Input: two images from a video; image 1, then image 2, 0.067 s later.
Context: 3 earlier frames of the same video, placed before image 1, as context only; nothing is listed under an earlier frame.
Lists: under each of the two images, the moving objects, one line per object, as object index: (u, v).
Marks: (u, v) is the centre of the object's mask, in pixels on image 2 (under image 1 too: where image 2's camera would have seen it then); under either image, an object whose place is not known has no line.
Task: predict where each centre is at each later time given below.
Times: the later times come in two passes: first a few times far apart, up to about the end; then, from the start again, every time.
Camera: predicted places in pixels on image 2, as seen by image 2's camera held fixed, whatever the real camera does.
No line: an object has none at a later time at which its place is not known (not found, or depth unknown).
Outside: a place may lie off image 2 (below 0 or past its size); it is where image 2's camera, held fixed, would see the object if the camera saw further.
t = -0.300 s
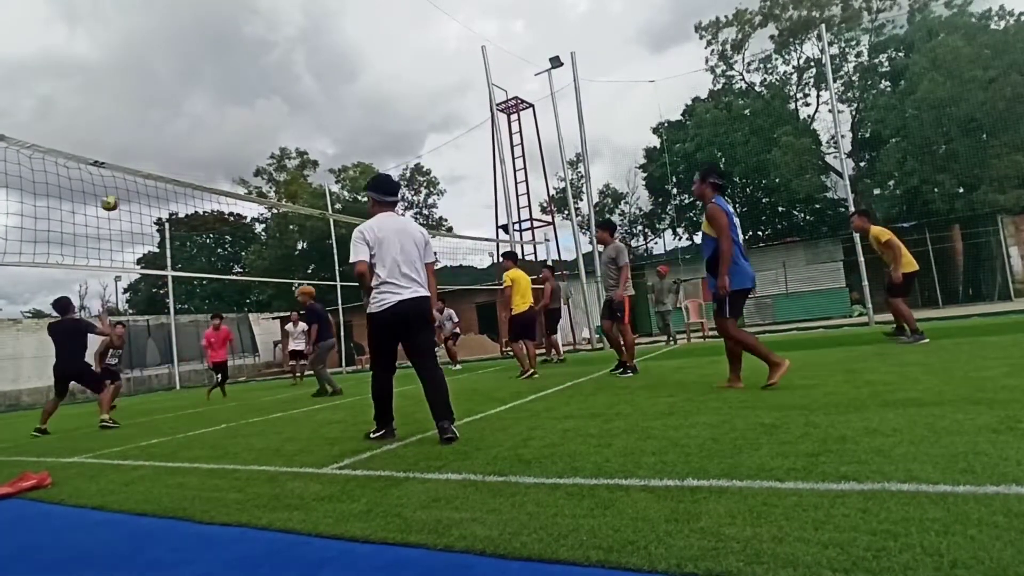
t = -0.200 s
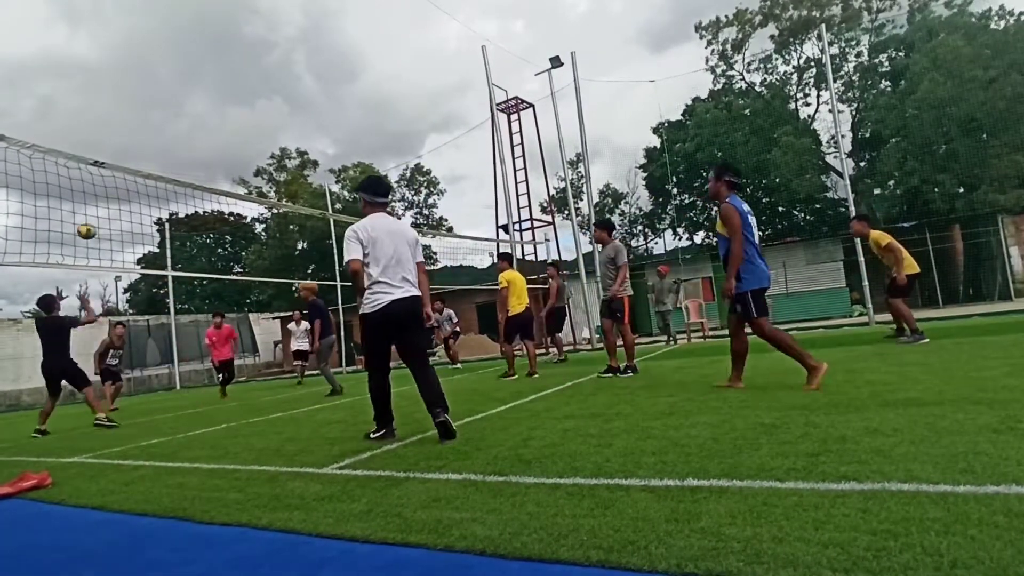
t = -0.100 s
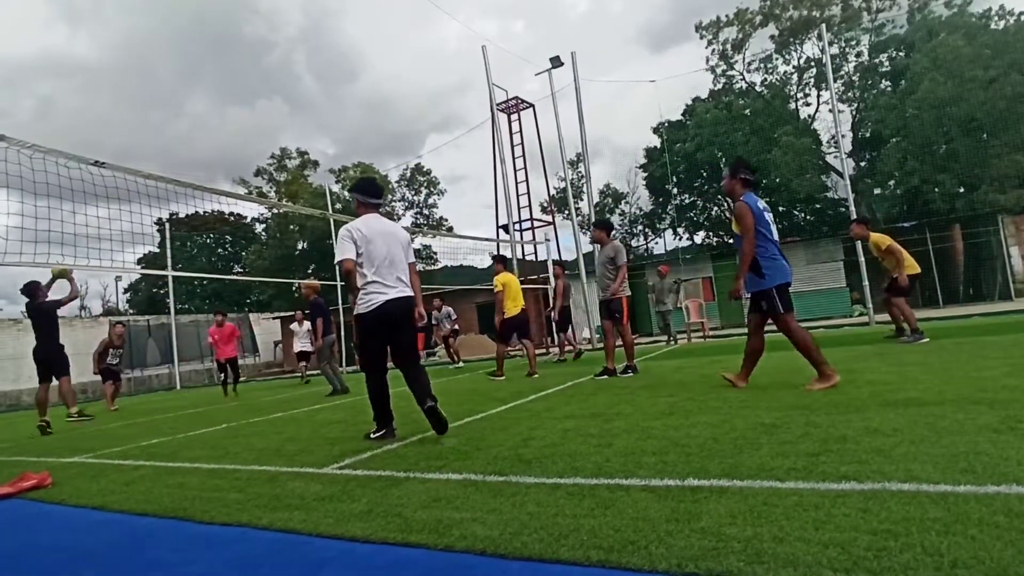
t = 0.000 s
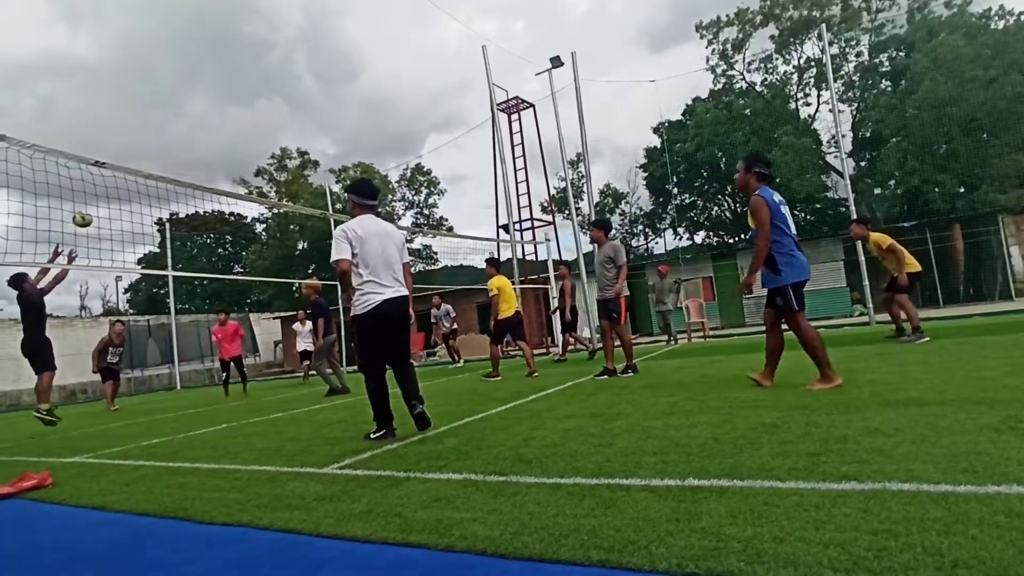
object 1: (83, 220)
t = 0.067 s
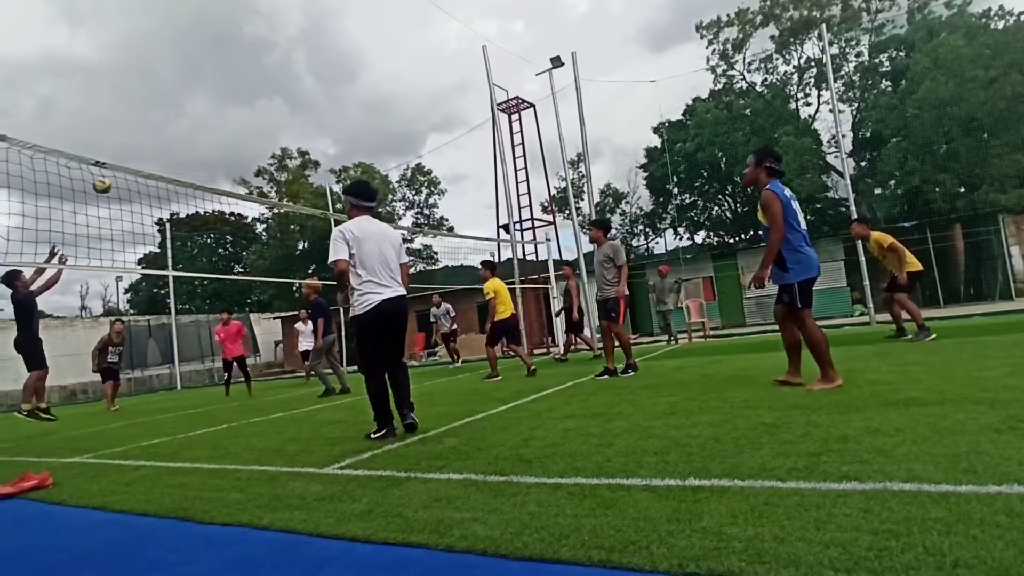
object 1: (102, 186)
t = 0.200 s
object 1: (137, 132)
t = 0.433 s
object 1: (194, 78)
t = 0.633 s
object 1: (236, 66)
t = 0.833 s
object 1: (277, 78)
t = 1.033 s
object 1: (316, 114)
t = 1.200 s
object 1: (347, 160)
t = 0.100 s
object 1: (110, 174)
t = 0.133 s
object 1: (120, 157)
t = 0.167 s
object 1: (128, 144)
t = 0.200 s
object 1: (137, 132)
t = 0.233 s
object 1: (145, 122)
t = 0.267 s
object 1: (154, 112)
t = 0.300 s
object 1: (162, 104)
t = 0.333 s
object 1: (170, 96)
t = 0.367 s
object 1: (178, 89)
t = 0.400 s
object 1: (186, 83)
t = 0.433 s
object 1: (194, 78)
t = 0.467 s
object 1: (200, 74)
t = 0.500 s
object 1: (208, 70)
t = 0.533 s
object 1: (215, 68)
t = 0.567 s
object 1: (223, 66)
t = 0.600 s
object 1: (230, 65)
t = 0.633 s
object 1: (236, 66)
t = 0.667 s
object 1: (243, 66)
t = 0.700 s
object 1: (251, 67)
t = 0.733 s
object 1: (257, 69)
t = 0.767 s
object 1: (264, 71)
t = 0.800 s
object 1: (270, 74)
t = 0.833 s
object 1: (277, 78)
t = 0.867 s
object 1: (284, 82)
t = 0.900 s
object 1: (290, 88)
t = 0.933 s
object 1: (297, 93)
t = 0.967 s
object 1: (303, 100)
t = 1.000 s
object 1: (310, 106)
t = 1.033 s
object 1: (316, 114)
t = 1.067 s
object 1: (322, 122)
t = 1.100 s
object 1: (329, 130)
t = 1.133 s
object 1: (335, 140)
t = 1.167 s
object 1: (341, 150)
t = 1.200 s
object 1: (347, 160)
